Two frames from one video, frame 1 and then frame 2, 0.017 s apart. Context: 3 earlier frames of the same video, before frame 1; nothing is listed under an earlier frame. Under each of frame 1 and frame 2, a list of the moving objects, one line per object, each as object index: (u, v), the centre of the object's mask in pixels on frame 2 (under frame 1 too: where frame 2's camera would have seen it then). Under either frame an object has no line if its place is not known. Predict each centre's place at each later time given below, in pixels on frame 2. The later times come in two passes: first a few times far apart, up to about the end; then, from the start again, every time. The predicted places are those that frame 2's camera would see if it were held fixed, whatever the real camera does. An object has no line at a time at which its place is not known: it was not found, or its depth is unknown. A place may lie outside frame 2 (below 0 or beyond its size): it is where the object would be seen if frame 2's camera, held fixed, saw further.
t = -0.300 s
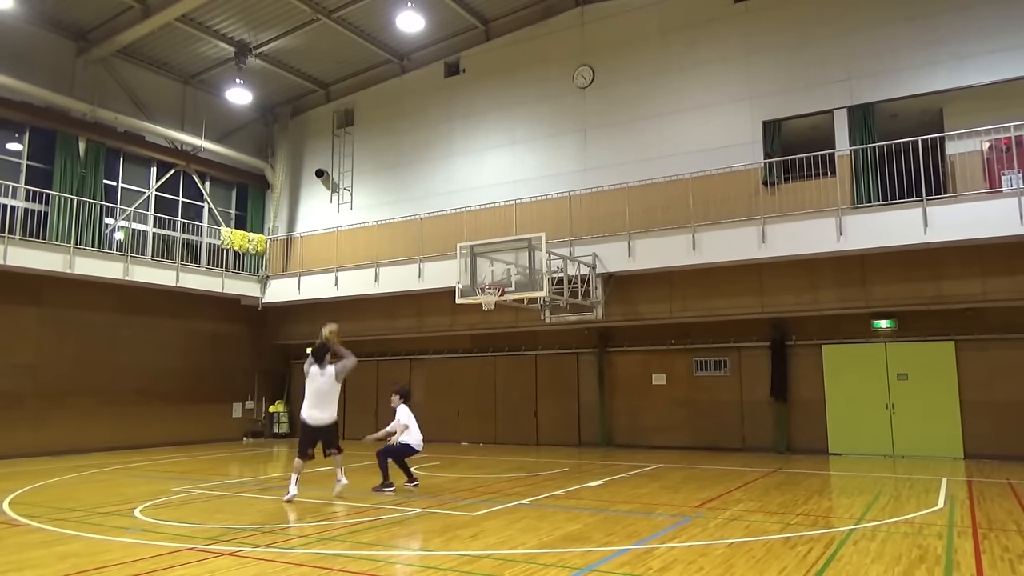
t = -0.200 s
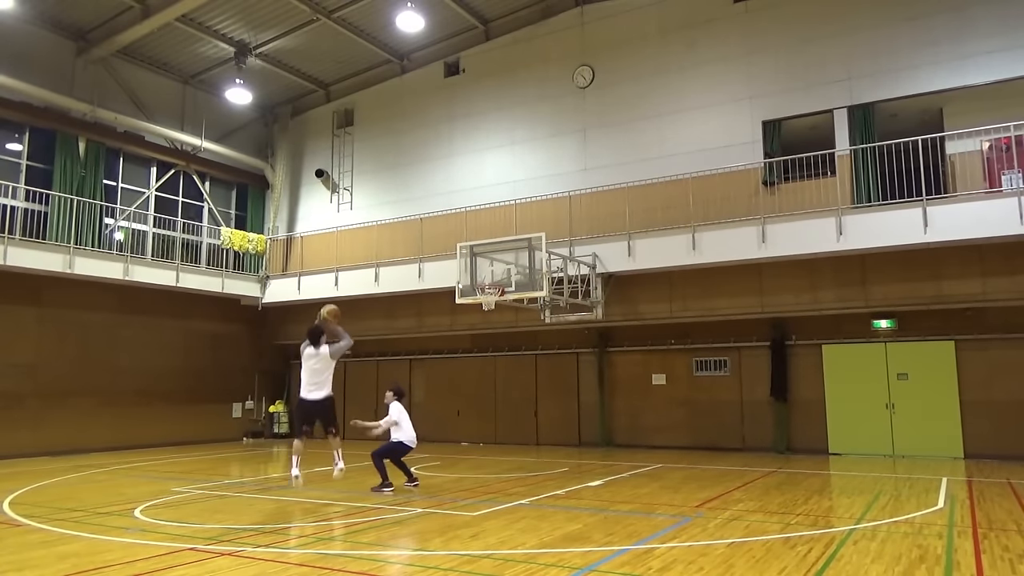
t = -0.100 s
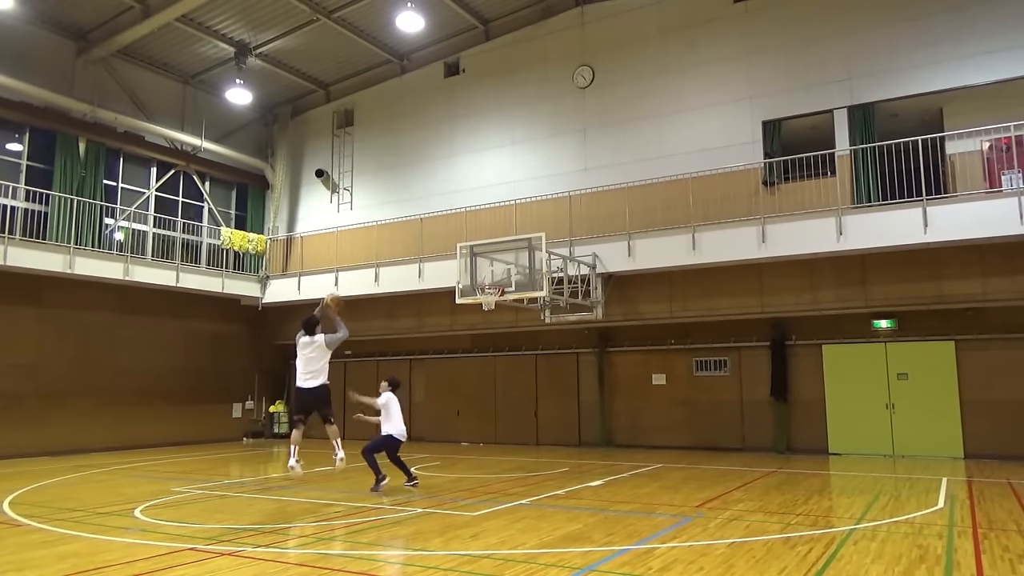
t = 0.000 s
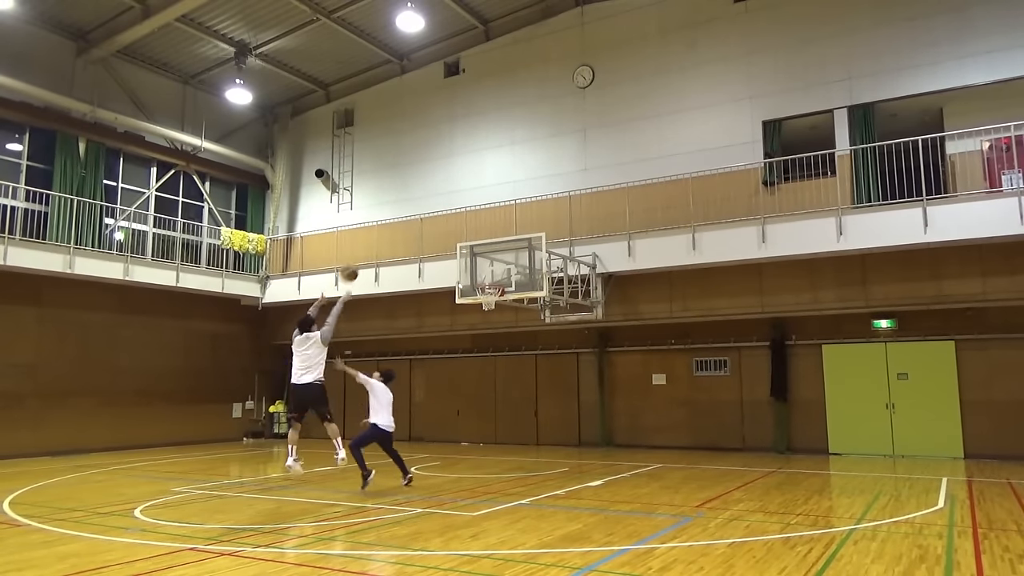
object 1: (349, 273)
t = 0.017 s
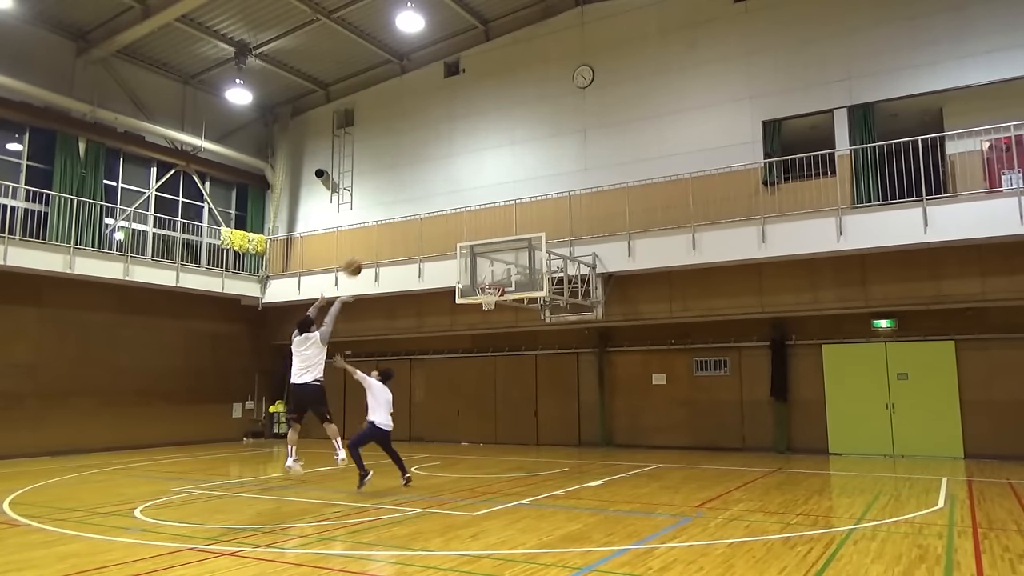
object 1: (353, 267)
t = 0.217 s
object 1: (393, 227)
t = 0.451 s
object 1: (431, 218)
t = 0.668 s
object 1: (461, 240)
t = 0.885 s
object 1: (486, 282)
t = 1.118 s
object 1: (488, 302)
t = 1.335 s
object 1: (491, 357)
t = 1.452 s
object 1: (493, 406)
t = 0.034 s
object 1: (356, 263)
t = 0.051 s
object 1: (360, 259)
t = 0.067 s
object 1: (363, 254)
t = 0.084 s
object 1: (367, 251)
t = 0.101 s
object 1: (370, 247)
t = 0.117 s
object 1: (374, 243)
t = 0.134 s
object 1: (377, 240)
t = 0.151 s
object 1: (380, 237)
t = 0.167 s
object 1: (384, 234)
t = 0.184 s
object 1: (387, 232)
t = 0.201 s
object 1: (390, 230)
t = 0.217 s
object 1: (393, 227)
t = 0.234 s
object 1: (396, 225)
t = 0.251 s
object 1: (399, 223)
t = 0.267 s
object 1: (402, 222)
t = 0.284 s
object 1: (405, 221)
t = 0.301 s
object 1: (408, 219)
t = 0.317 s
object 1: (410, 218)
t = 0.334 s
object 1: (413, 218)
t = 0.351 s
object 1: (416, 217)
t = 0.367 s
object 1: (418, 217)
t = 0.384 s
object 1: (421, 217)
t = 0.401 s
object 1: (424, 217)
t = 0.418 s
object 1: (426, 217)
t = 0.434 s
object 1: (428, 218)
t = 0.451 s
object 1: (431, 218)
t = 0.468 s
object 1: (434, 219)
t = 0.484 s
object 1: (436, 220)
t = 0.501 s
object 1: (439, 221)
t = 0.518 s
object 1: (441, 222)
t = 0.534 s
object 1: (443, 223)
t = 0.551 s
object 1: (446, 225)
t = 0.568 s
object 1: (448, 227)
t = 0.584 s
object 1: (450, 229)
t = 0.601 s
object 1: (453, 231)
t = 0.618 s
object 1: (455, 233)
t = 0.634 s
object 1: (457, 235)
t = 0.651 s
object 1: (459, 238)
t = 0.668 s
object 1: (461, 240)
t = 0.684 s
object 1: (464, 243)
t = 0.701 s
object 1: (466, 246)
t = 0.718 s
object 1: (467, 248)
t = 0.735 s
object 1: (470, 252)
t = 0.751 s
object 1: (472, 255)
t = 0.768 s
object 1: (474, 260)
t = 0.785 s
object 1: (476, 262)
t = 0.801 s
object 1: (479, 266)
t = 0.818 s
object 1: (481, 270)
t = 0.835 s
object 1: (483, 274)
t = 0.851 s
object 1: (484, 277)
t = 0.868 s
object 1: (486, 281)
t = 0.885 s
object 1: (486, 282)
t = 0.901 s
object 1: (487, 282)
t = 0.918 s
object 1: (486, 283)
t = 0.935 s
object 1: (487, 283)
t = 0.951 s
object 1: (487, 284)
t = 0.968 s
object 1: (486, 286)
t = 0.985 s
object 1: (487, 286)
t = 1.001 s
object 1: (487, 288)
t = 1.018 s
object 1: (487, 289)
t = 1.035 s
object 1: (487, 290)
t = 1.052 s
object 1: (487, 291)
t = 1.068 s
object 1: (487, 294)
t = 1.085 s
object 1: (488, 295)
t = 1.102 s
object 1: (488, 299)
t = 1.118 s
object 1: (488, 302)
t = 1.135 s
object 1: (489, 305)
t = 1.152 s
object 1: (488, 307)
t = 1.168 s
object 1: (488, 311)
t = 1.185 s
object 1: (488, 314)
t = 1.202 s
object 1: (490, 316)
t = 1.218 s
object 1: (490, 320)
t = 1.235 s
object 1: (489, 326)
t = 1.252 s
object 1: (490, 331)
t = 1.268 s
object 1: (490, 335)
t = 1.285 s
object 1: (491, 340)
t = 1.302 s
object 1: (491, 345)
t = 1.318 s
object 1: (491, 351)
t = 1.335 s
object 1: (491, 357)
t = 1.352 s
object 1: (491, 362)
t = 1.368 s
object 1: (491, 369)
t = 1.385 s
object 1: (492, 376)
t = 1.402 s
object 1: (492, 383)
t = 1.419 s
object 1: (492, 390)
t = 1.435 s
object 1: (492, 398)
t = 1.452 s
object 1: (493, 406)
